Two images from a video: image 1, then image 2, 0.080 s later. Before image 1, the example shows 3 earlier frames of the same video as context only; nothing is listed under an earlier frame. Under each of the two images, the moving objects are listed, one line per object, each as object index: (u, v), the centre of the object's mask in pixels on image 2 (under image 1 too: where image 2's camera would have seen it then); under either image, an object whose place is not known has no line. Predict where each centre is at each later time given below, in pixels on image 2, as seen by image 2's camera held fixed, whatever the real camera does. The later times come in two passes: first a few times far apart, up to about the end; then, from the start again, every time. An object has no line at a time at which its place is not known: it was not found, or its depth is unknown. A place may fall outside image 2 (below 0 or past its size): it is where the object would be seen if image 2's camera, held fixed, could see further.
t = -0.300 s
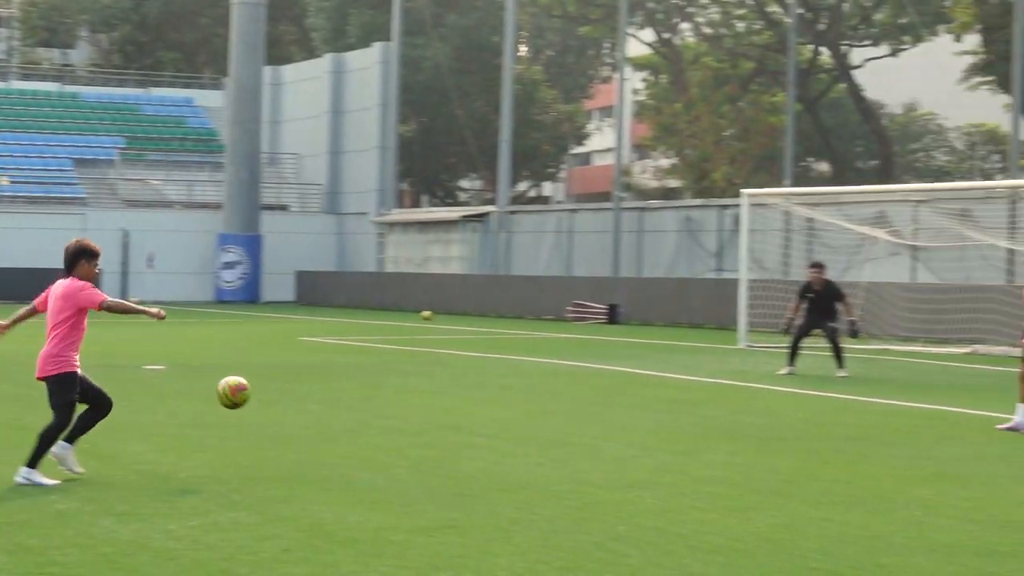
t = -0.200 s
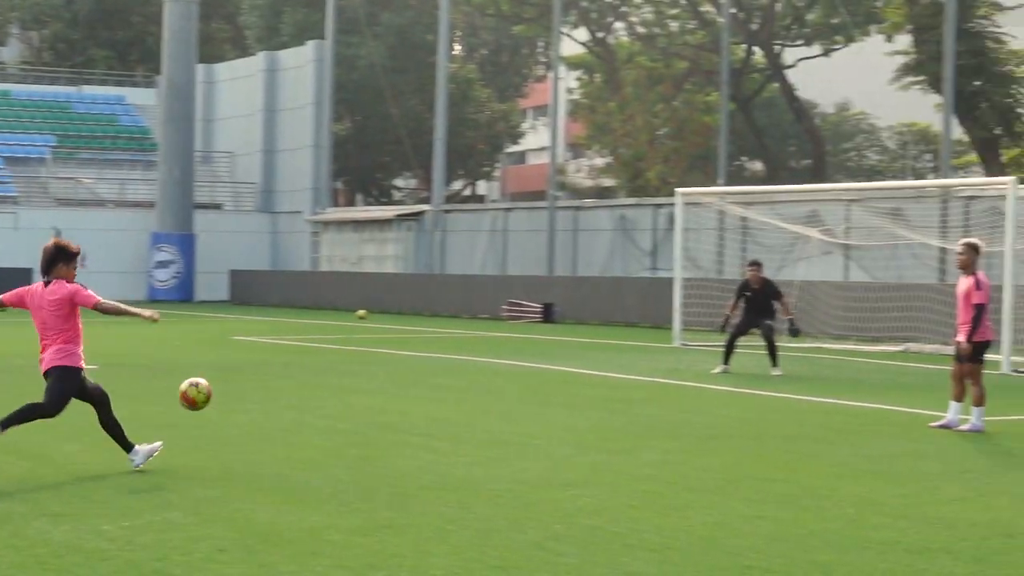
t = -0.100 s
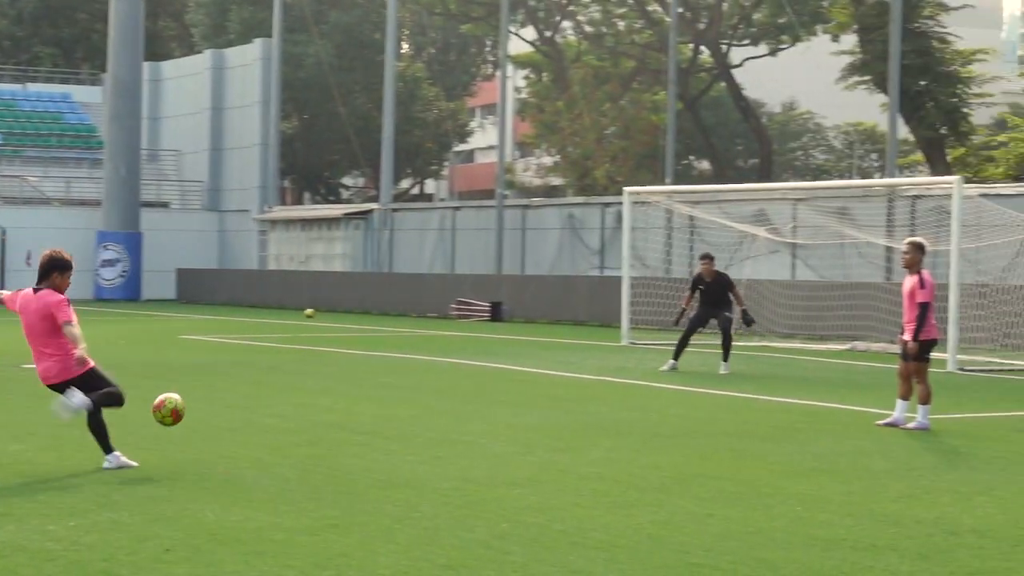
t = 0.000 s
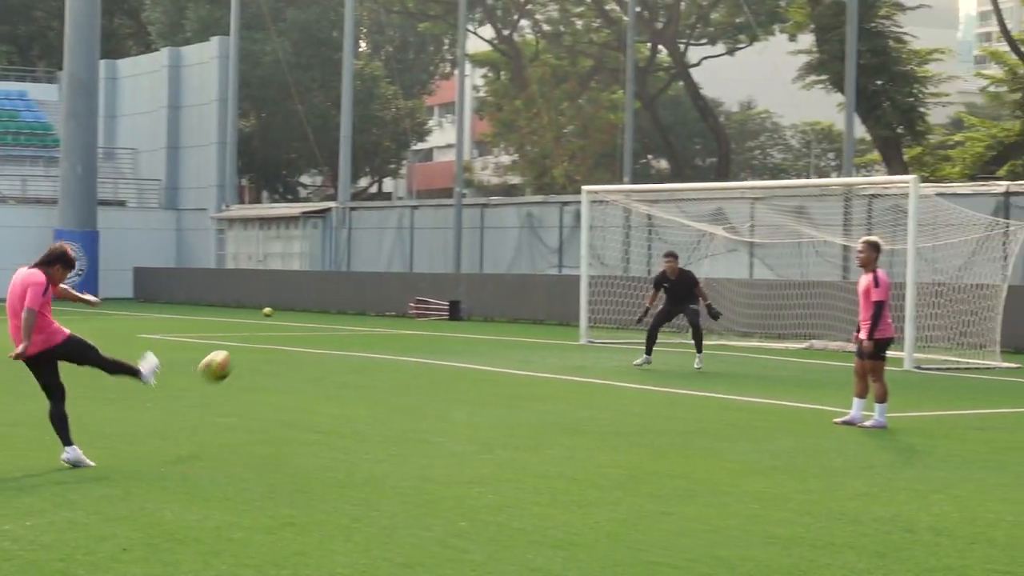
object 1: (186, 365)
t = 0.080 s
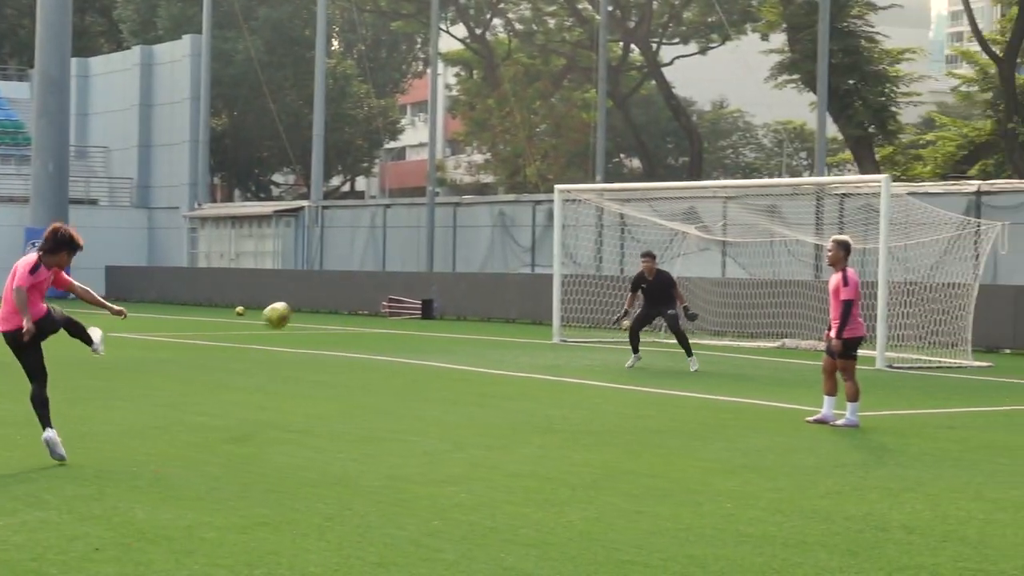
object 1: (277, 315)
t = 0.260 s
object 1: (410, 278)
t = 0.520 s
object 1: (524, 312)
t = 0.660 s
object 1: (561, 330)
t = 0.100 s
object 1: (295, 306)
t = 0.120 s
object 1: (312, 300)
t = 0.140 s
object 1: (329, 294)
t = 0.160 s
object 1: (344, 289)
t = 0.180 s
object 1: (359, 285)
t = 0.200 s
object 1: (373, 282)
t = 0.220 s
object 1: (386, 280)
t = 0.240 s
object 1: (398, 278)
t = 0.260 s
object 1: (410, 278)
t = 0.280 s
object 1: (422, 277)
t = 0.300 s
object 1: (433, 278)
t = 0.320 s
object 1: (443, 278)
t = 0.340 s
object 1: (453, 280)
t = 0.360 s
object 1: (463, 282)
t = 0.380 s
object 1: (472, 284)
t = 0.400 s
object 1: (480, 287)
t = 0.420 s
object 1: (488, 290)
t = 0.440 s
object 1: (496, 294)
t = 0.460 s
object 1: (504, 297)
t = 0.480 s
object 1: (510, 302)
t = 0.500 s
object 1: (518, 307)
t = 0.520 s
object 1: (524, 312)
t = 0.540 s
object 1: (531, 318)
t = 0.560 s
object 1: (537, 323)
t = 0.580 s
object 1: (543, 329)
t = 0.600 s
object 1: (548, 335)
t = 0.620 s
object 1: (554, 341)
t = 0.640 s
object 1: (557, 336)
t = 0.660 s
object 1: (561, 330)
